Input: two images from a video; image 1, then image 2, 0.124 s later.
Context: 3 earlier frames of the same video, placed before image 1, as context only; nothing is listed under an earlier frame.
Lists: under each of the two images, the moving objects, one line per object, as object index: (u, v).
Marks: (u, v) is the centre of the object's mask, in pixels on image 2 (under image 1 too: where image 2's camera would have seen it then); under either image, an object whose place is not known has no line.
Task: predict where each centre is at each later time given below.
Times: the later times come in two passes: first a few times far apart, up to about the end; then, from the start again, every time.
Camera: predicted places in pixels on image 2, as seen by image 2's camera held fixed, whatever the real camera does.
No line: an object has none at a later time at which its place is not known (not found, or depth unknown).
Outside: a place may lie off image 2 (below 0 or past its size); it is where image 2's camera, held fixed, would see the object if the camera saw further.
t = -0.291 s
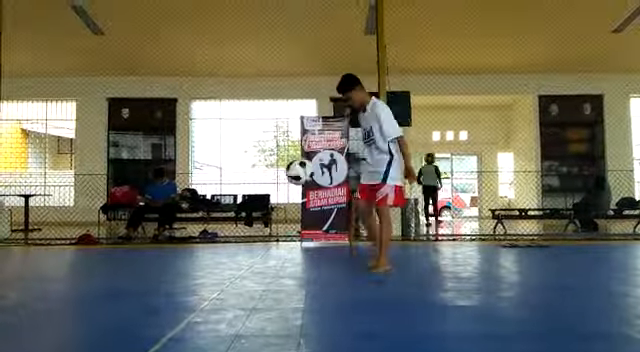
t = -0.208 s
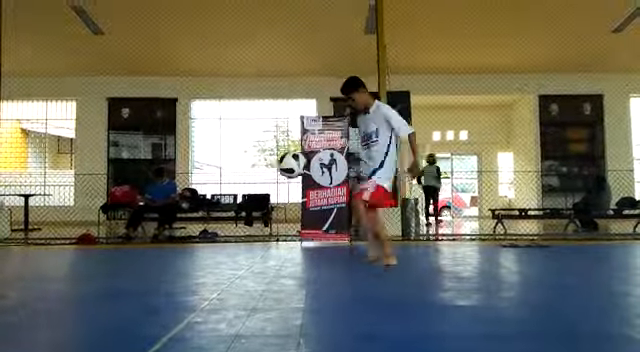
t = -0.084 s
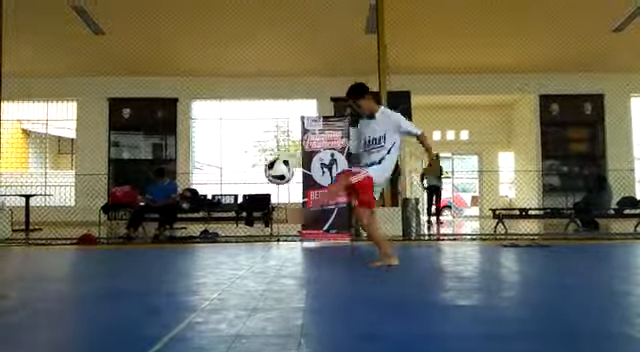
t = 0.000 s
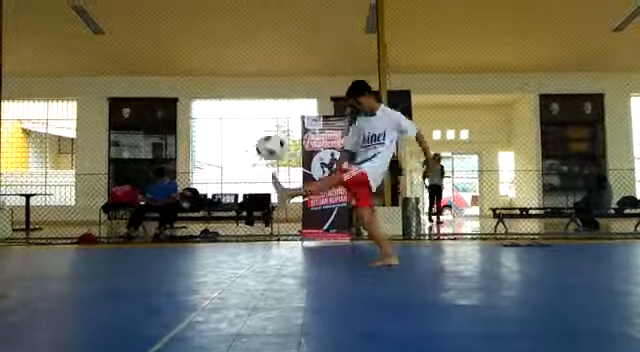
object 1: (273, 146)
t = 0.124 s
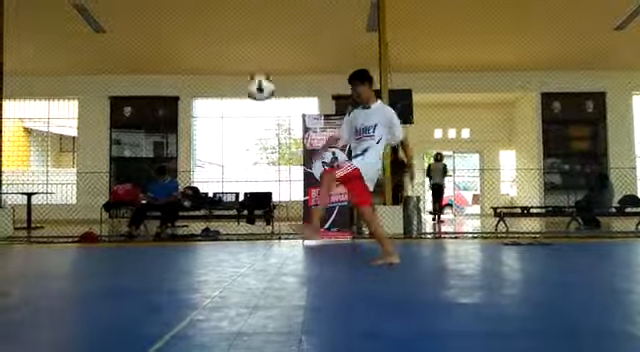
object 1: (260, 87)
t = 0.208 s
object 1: (253, 60)
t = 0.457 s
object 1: (231, 28)
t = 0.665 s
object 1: (214, 63)
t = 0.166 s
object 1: (256, 74)
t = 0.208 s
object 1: (253, 60)
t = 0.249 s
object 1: (250, 49)
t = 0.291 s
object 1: (244, 39)
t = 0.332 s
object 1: (242, 34)
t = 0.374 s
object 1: (238, 30)
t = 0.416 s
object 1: (235, 27)
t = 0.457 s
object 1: (231, 28)
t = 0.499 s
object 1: (227, 31)
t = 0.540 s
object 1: (225, 35)
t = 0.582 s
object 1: (221, 42)
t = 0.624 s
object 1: (218, 50)
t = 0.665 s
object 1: (214, 63)
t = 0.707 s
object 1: (211, 78)
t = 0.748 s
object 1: (207, 95)
